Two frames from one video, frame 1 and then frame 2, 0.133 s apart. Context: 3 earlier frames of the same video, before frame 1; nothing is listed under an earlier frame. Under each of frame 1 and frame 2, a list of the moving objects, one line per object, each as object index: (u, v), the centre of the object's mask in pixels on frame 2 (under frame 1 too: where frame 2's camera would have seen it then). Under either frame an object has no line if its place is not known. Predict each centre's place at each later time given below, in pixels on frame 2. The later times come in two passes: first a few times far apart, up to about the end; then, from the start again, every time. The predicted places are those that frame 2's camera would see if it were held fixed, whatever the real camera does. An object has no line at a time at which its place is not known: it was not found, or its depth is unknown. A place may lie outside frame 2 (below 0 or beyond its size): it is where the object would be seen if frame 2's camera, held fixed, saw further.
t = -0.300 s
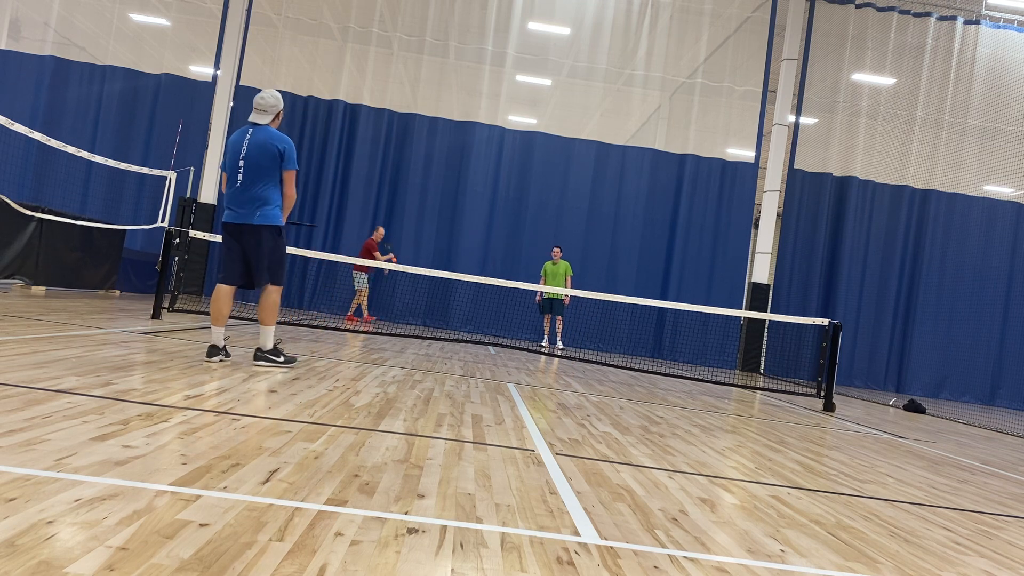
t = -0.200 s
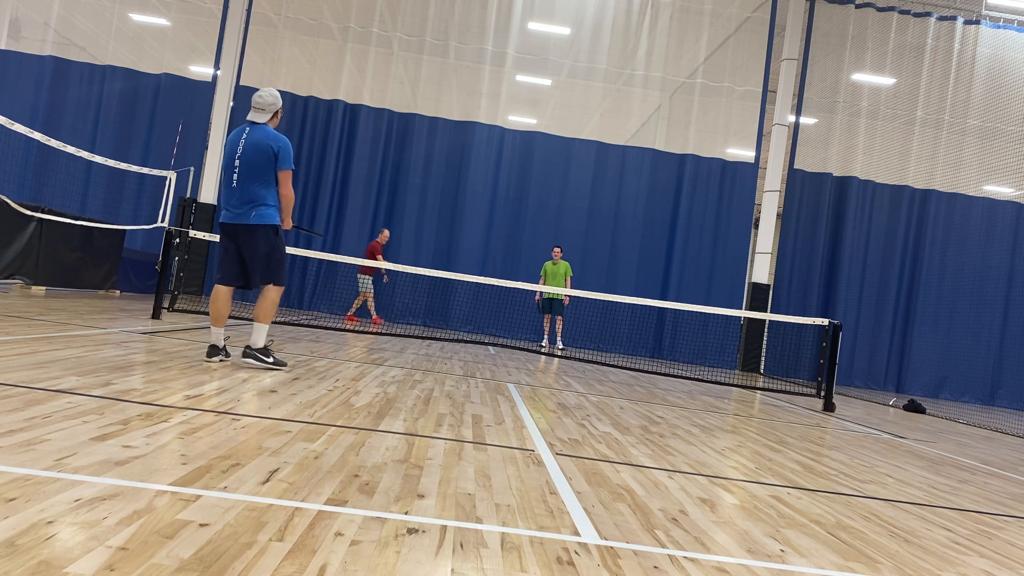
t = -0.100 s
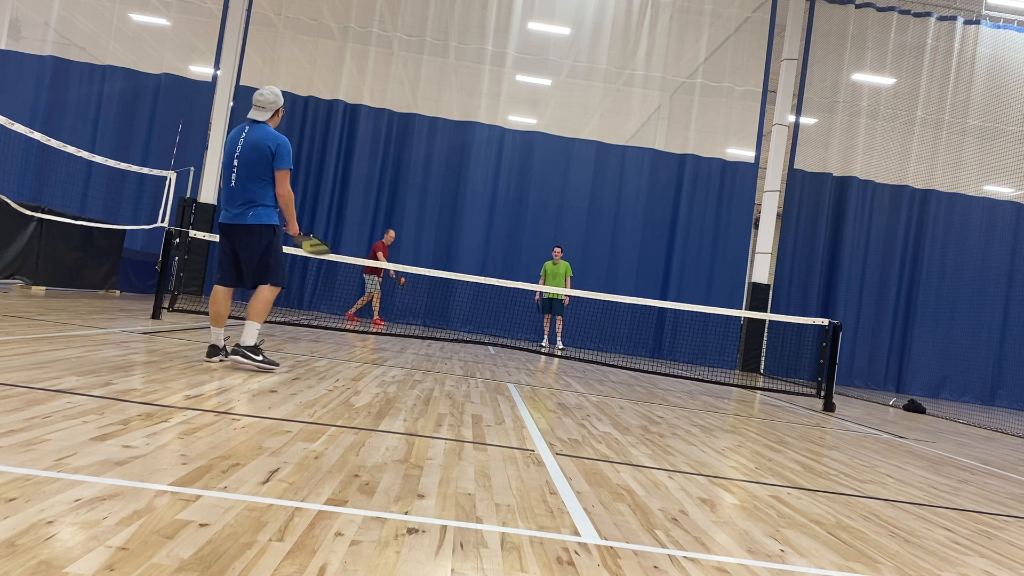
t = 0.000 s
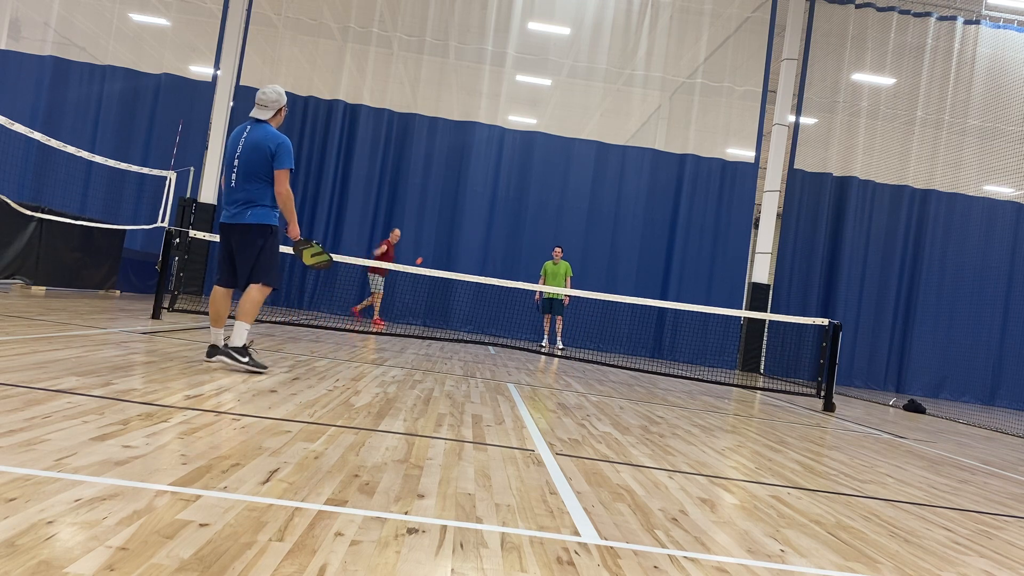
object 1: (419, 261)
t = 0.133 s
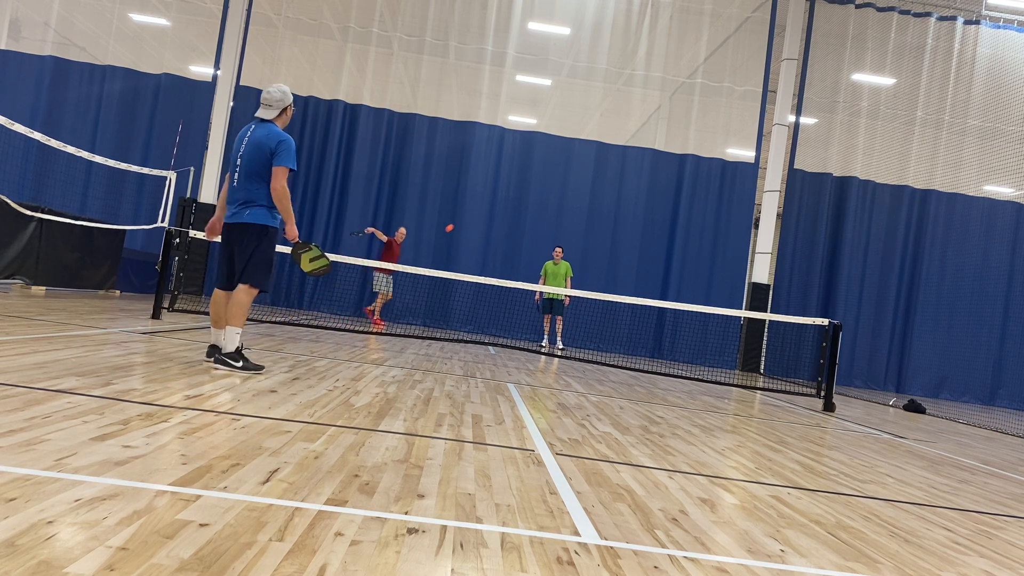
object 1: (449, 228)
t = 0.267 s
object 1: (487, 200)
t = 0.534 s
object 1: (596, 175)
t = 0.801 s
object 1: (801, 237)
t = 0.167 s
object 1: (458, 220)
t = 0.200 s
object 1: (467, 213)
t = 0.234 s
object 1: (476, 207)
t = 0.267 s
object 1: (487, 200)
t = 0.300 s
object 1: (498, 195)
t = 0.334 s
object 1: (509, 190)
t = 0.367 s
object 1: (521, 185)
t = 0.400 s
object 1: (534, 181)
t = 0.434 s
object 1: (548, 178)
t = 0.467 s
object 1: (563, 176)
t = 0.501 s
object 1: (579, 175)
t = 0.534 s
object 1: (596, 175)
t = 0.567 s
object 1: (615, 176)
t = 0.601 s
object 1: (634, 178)
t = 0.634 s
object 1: (656, 183)
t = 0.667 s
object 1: (680, 189)
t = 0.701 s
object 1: (706, 197)
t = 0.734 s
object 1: (735, 207)
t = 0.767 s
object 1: (766, 220)
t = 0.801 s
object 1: (801, 237)
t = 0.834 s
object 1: (840, 258)
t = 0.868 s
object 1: (883, 284)
